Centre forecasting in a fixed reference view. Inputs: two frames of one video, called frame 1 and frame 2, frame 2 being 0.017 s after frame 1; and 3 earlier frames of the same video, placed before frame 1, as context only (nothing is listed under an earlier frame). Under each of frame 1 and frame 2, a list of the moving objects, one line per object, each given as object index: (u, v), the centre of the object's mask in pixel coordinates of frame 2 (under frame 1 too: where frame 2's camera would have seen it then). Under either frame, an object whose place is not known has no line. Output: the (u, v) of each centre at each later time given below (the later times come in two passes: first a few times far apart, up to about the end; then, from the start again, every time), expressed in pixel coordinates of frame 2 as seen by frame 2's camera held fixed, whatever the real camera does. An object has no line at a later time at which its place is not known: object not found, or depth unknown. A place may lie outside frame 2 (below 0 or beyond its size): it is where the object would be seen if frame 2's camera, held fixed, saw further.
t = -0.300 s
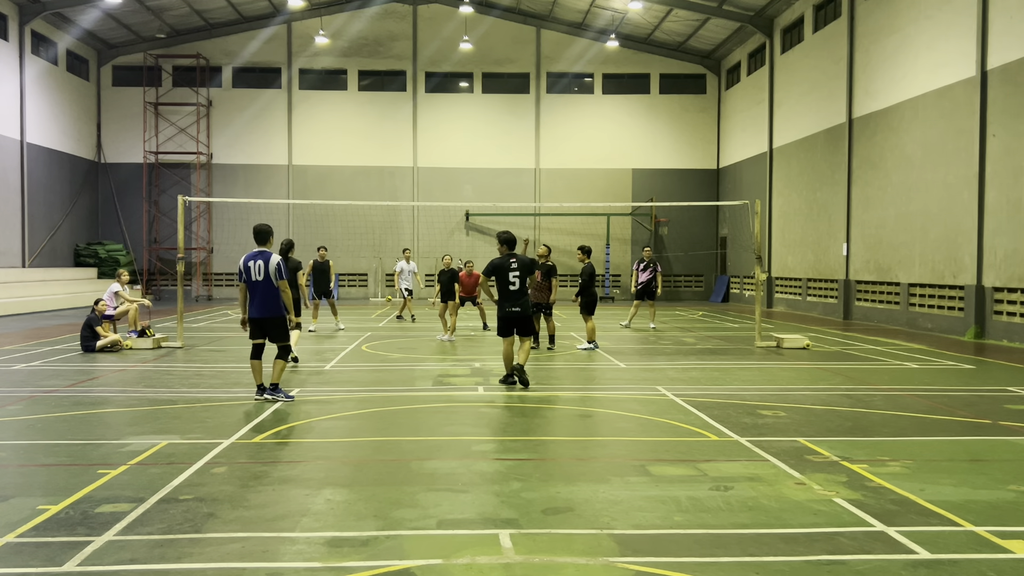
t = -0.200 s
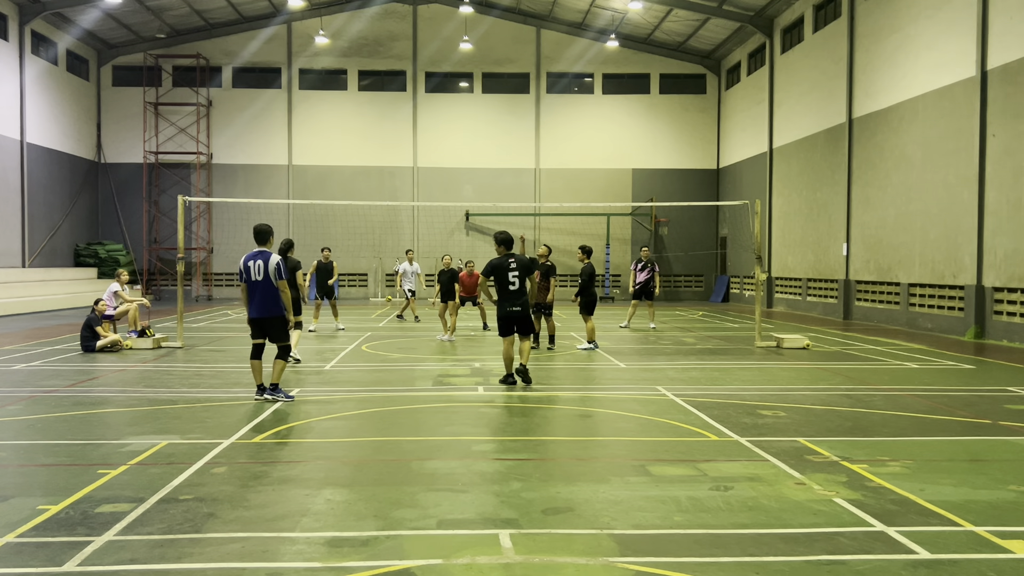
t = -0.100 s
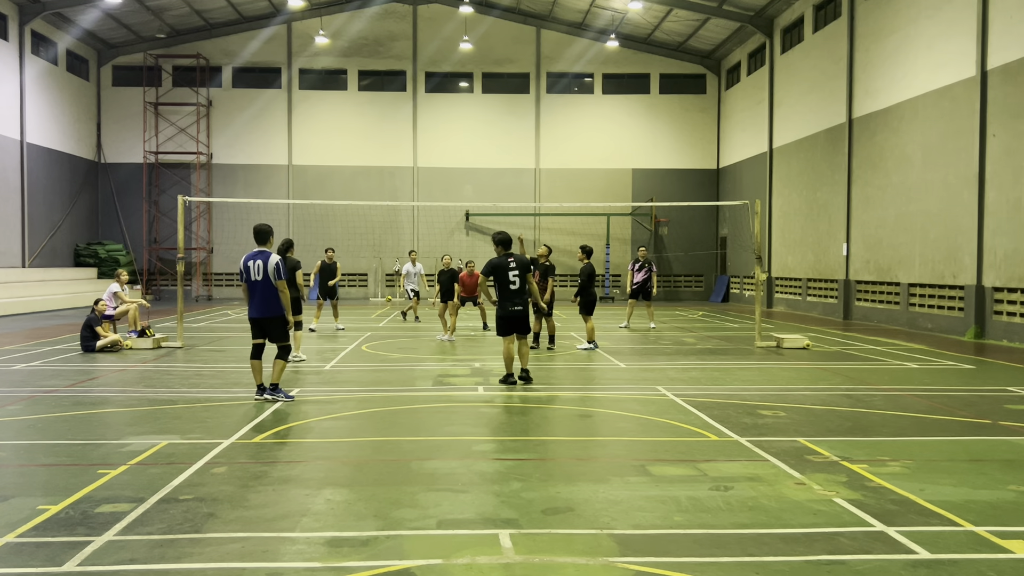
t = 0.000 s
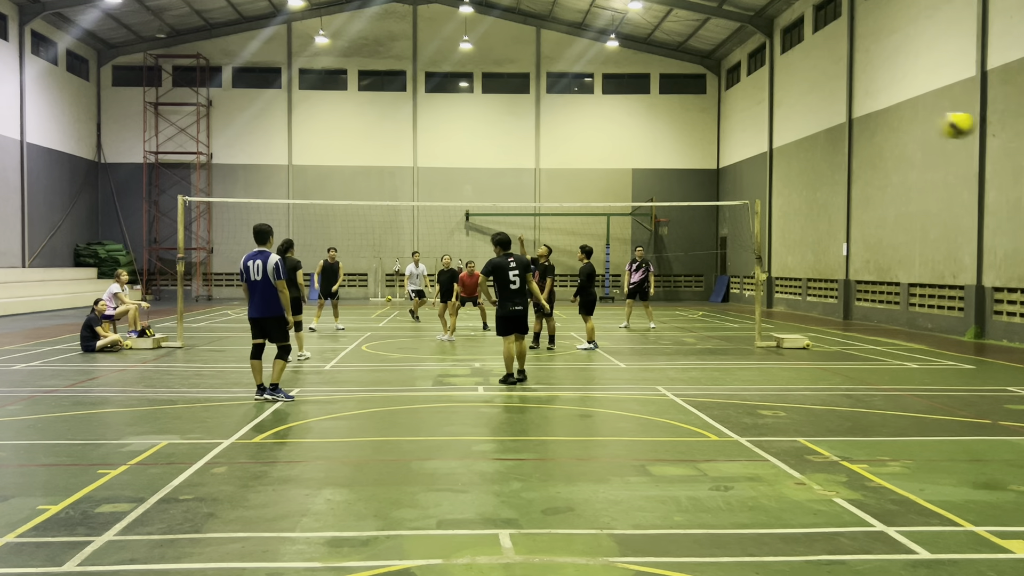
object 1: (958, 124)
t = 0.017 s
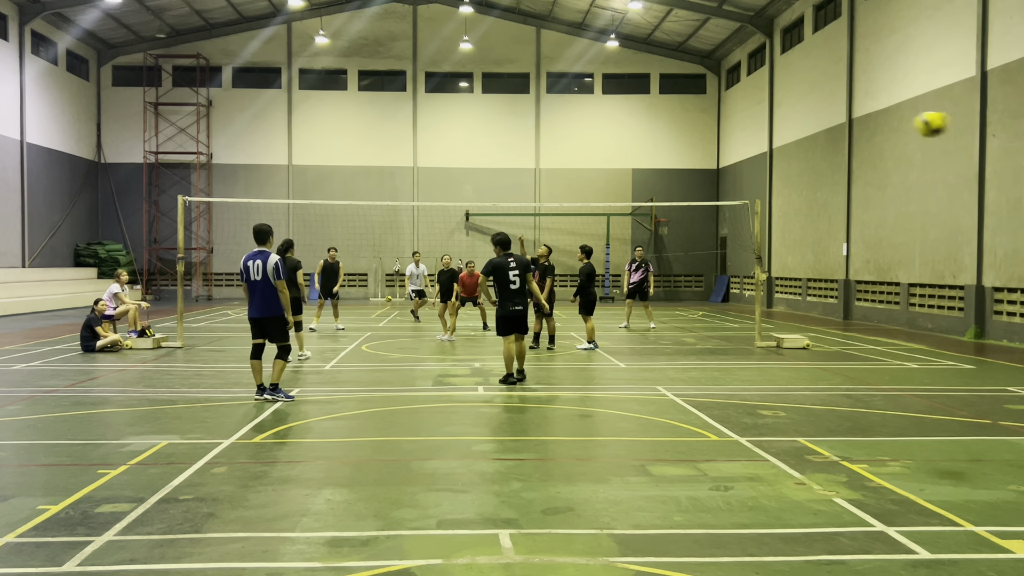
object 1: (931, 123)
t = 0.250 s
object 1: (713, 129)
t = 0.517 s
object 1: (596, 164)
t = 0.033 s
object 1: (908, 122)
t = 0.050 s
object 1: (887, 121)
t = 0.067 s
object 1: (867, 121)
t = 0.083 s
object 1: (849, 122)
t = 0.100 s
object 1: (831, 121)
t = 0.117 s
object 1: (815, 121)
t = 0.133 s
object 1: (799, 122)
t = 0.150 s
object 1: (784, 123)
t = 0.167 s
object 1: (771, 124)
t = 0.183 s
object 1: (758, 124)
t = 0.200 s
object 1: (745, 125)
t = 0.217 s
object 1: (735, 126)
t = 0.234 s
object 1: (723, 128)
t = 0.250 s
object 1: (713, 129)
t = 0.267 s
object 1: (703, 131)
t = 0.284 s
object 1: (693, 132)
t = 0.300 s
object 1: (684, 134)
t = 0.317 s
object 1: (675, 136)
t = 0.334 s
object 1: (667, 137)
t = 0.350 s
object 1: (659, 139)
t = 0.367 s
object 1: (651, 141)
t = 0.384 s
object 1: (644, 143)
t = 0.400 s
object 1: (637, 146)
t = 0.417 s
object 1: (631, 148)
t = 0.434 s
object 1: (625, 150)
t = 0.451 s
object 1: (618, 153)
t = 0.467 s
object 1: (613, 155)
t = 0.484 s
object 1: (607, 158)
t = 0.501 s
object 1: (601, 161)
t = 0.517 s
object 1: (596, 164)
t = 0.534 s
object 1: (591, 166)
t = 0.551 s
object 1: (586, 169)
